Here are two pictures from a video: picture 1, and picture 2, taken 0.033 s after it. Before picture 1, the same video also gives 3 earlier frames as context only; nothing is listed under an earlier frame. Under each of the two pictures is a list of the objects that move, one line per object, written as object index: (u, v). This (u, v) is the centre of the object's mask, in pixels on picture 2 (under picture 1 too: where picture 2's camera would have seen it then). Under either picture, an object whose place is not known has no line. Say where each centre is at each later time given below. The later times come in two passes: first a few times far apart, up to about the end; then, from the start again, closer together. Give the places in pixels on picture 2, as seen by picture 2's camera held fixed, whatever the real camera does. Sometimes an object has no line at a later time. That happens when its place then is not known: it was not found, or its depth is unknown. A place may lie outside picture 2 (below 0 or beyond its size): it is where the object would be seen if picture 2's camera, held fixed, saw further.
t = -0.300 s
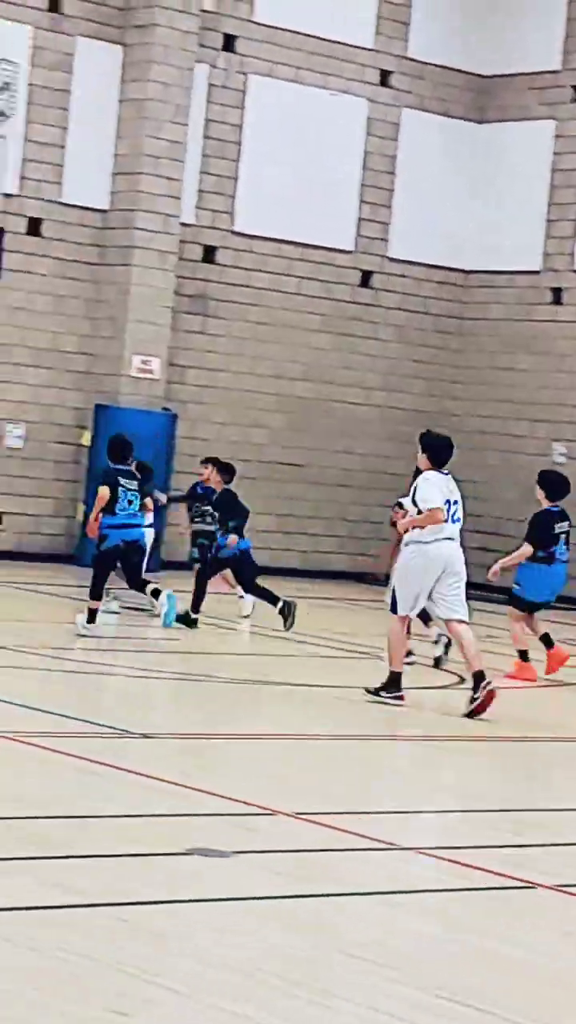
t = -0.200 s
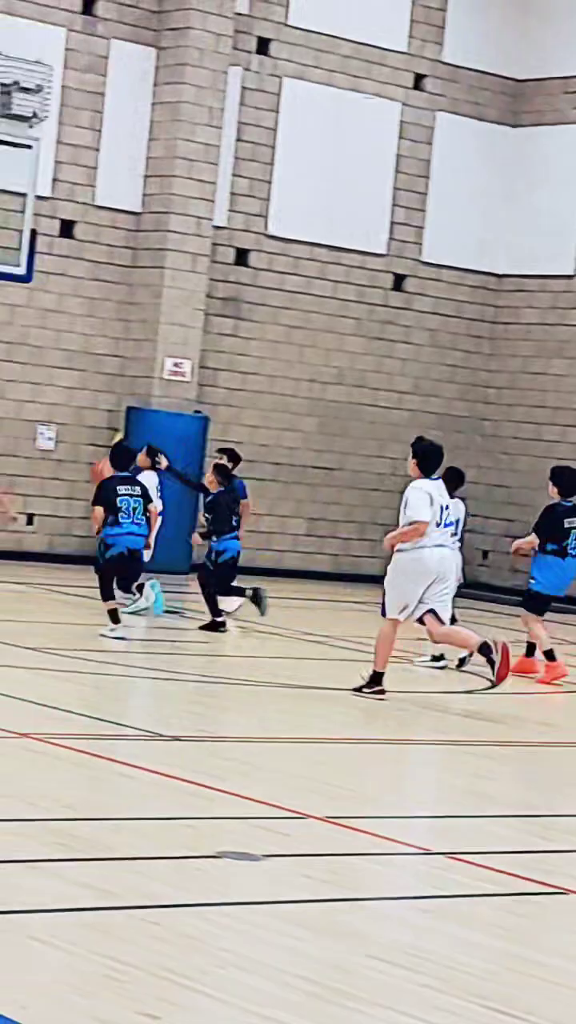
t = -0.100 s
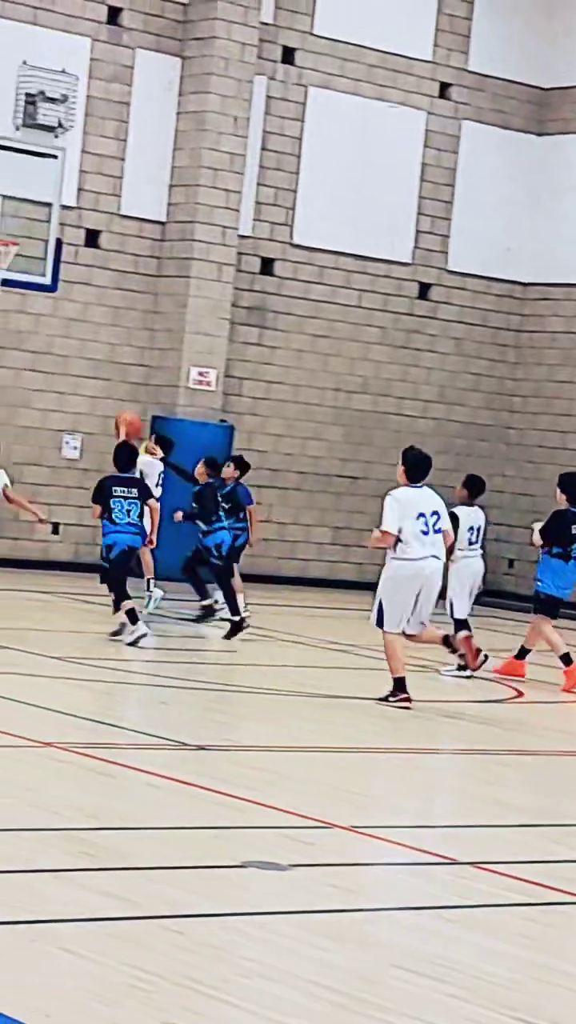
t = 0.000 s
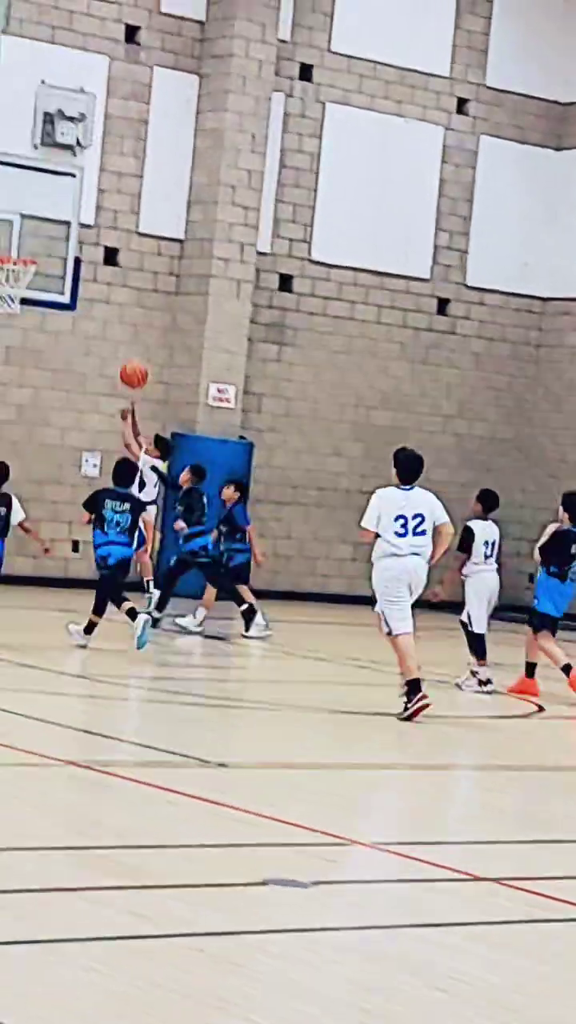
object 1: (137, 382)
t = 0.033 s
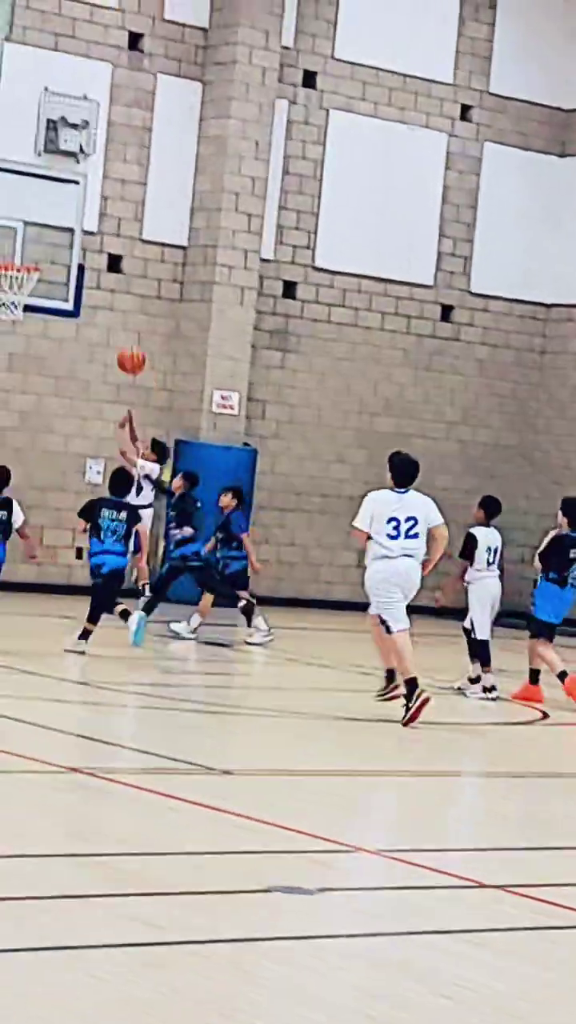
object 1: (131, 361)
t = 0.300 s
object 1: (77, 236)
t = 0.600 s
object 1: (41, 202)
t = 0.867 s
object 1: (42, 253)
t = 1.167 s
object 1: (51, 264)
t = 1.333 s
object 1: (53, 318)
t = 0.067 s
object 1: (125, 341)
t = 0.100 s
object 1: (118, 321)
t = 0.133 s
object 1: (111, 303)
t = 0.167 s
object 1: (104, 288)
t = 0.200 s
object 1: (98, 273)
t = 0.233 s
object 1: (92, 258)
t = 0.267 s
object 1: (85, 247)
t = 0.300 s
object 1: (77, 236)
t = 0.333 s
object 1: (71, 225)
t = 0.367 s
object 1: (64, 216)
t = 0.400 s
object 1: (56, 209)
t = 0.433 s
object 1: (49, 204)
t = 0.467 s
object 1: (41, 199)
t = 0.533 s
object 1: (40, 199)
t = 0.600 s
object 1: (41, 202)
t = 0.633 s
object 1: (41, 206)
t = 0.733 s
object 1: (41, 225)
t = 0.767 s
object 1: (40, 235)
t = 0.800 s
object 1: (39, 245)
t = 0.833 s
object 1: (40, 254)
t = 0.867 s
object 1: (42, 253)
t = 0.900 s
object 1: (43, 249)
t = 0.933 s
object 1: (45, 245)
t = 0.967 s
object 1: (46, 244)
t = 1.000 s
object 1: (46, 245)
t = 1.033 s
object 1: (48, 246)
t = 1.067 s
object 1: (48, 247)
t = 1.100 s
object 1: (49, 253)
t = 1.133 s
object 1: (49, 257)
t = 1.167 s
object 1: (51, 264)
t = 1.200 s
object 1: (52, 272)
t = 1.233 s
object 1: (52, 281)
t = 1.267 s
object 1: (53, 290)
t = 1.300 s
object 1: (53, 303)
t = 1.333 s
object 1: (53, 318)
